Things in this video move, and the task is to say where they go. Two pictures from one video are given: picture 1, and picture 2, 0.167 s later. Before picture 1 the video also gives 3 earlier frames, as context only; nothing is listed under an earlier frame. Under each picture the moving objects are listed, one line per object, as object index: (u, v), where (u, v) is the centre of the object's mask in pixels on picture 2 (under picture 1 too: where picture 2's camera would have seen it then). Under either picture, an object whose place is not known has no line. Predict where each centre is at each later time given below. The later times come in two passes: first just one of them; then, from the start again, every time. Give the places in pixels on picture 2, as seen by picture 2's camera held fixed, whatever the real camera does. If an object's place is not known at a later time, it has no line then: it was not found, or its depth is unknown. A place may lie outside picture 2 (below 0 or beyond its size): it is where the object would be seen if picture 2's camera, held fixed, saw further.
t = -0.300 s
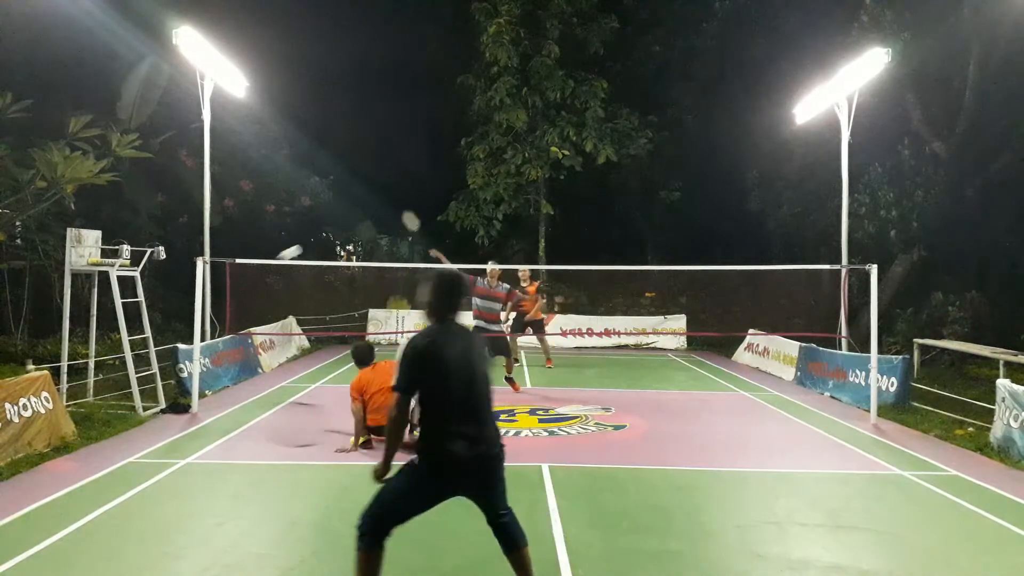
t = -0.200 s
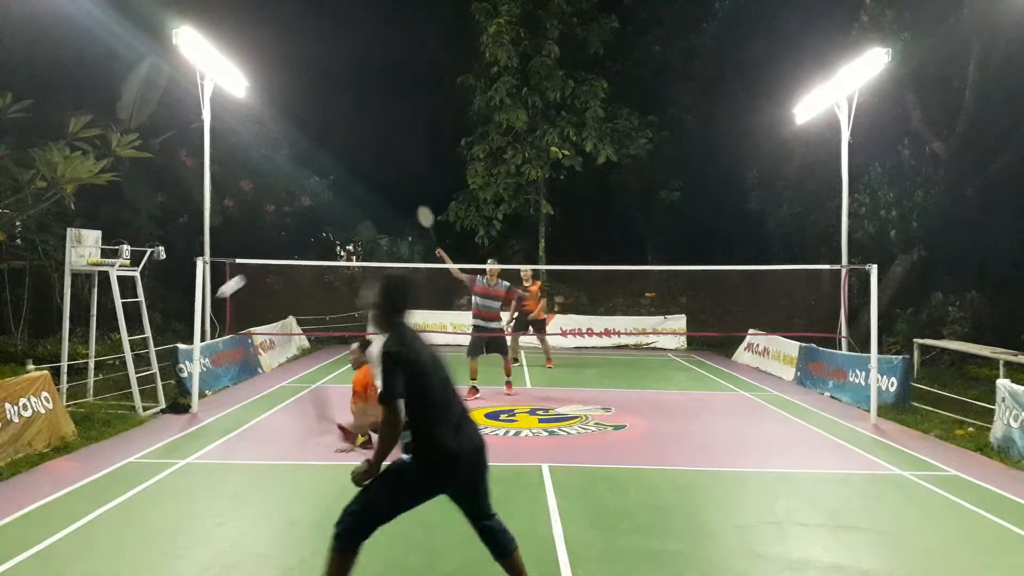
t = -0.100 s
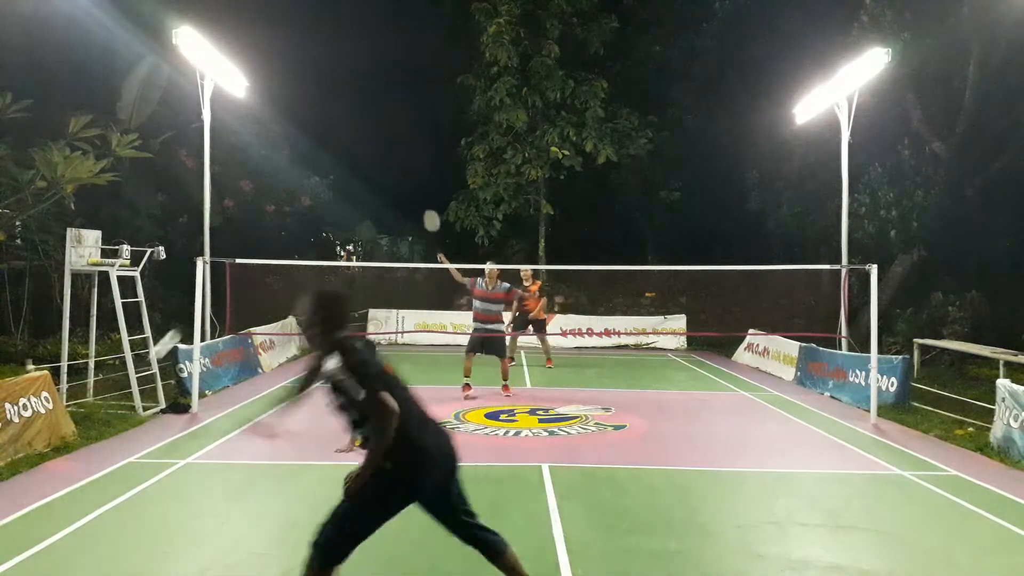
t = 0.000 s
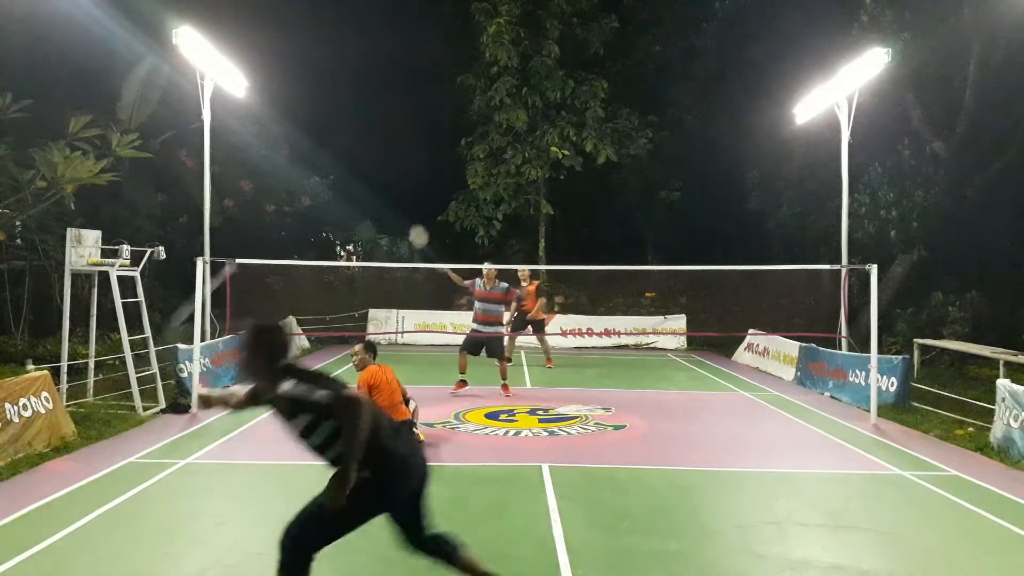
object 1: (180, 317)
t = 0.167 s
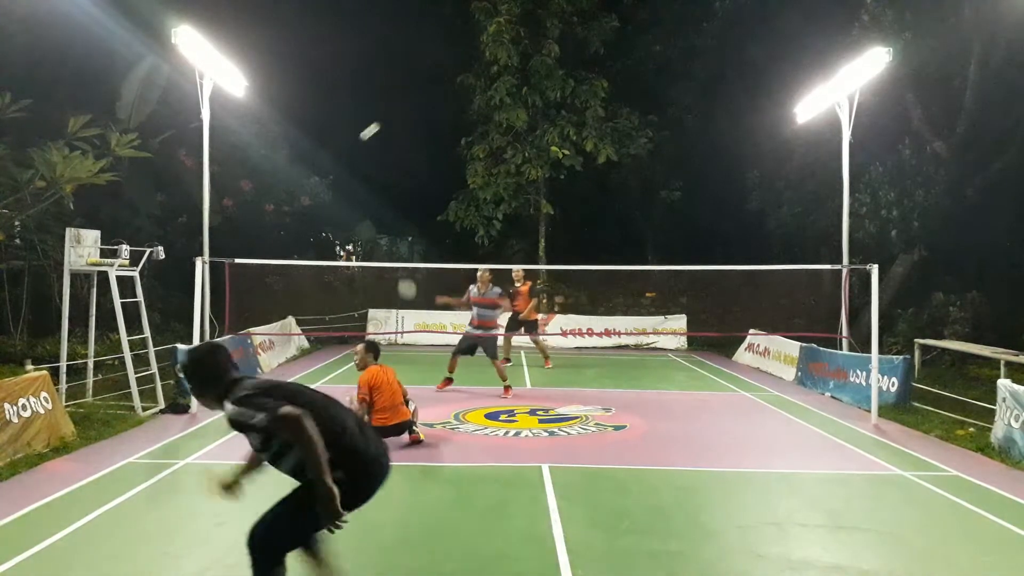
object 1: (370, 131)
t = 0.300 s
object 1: (414, 100)
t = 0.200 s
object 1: (384, 119)
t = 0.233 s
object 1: (396, 111)
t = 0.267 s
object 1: (405, 105)
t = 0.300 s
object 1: (414, 100)
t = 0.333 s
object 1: (422, 98)
